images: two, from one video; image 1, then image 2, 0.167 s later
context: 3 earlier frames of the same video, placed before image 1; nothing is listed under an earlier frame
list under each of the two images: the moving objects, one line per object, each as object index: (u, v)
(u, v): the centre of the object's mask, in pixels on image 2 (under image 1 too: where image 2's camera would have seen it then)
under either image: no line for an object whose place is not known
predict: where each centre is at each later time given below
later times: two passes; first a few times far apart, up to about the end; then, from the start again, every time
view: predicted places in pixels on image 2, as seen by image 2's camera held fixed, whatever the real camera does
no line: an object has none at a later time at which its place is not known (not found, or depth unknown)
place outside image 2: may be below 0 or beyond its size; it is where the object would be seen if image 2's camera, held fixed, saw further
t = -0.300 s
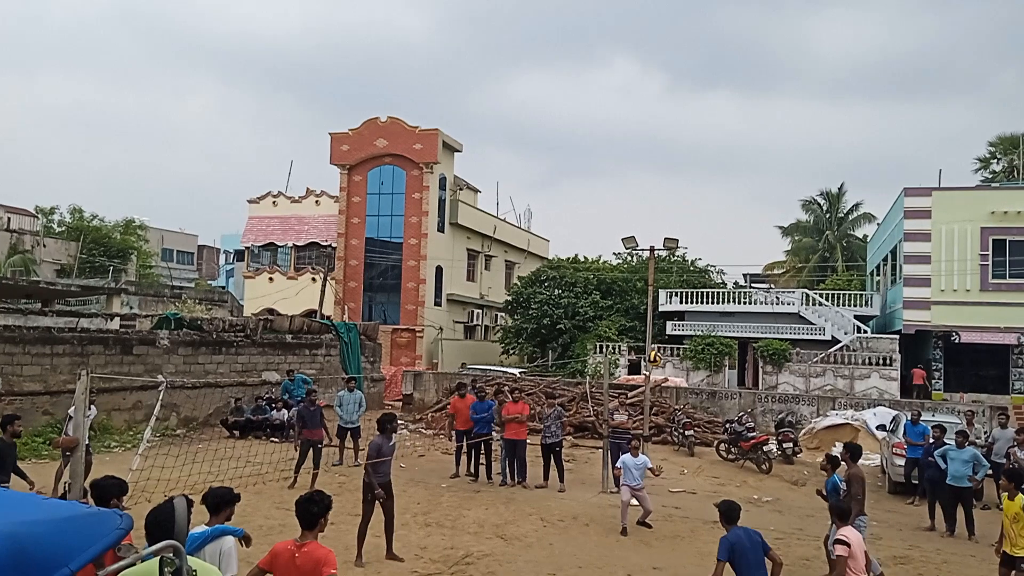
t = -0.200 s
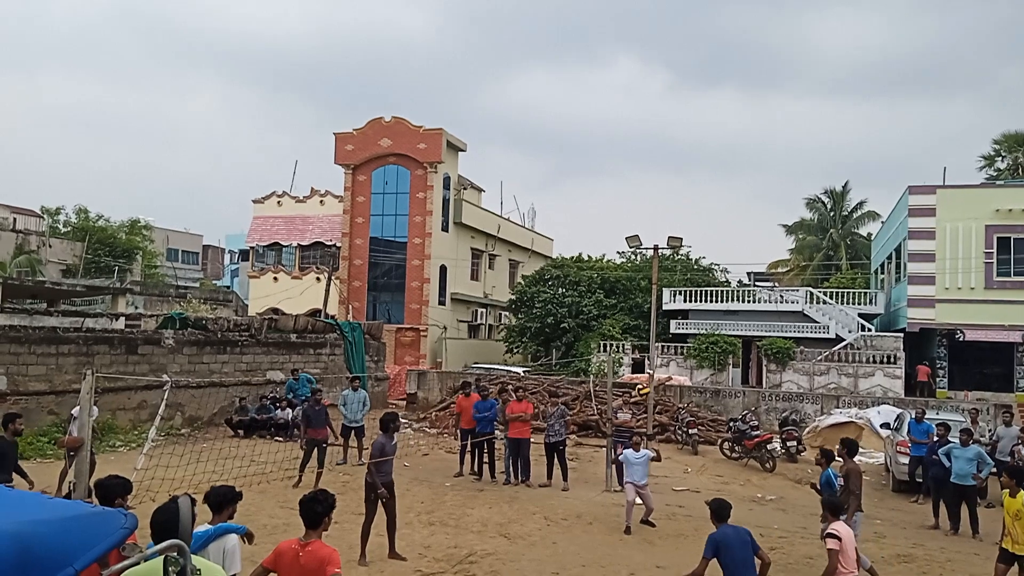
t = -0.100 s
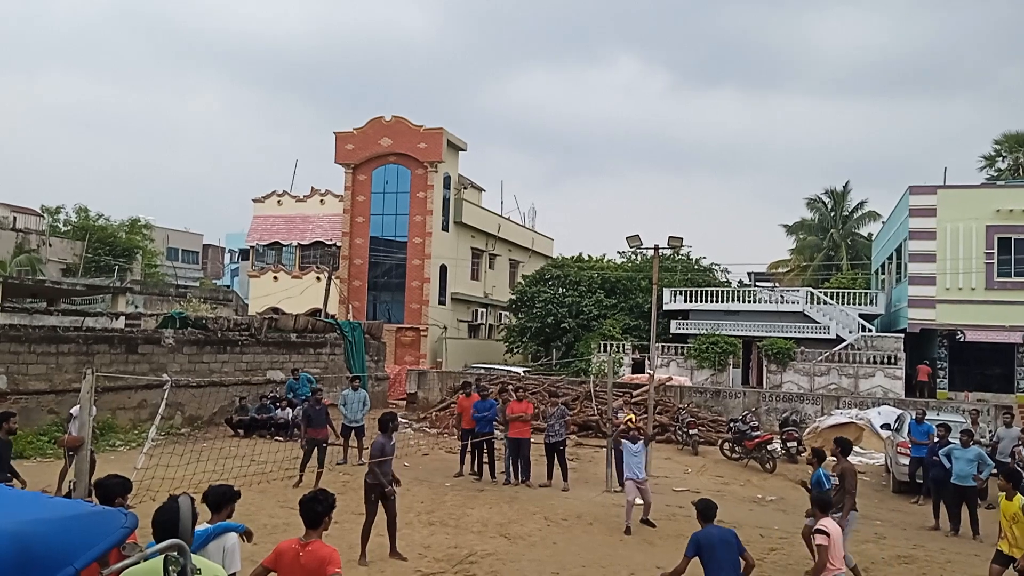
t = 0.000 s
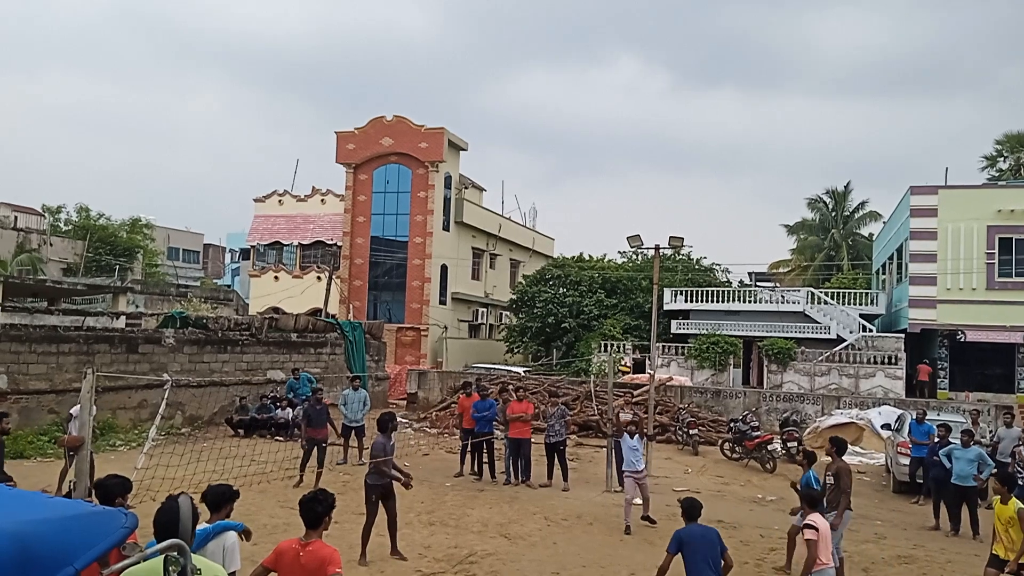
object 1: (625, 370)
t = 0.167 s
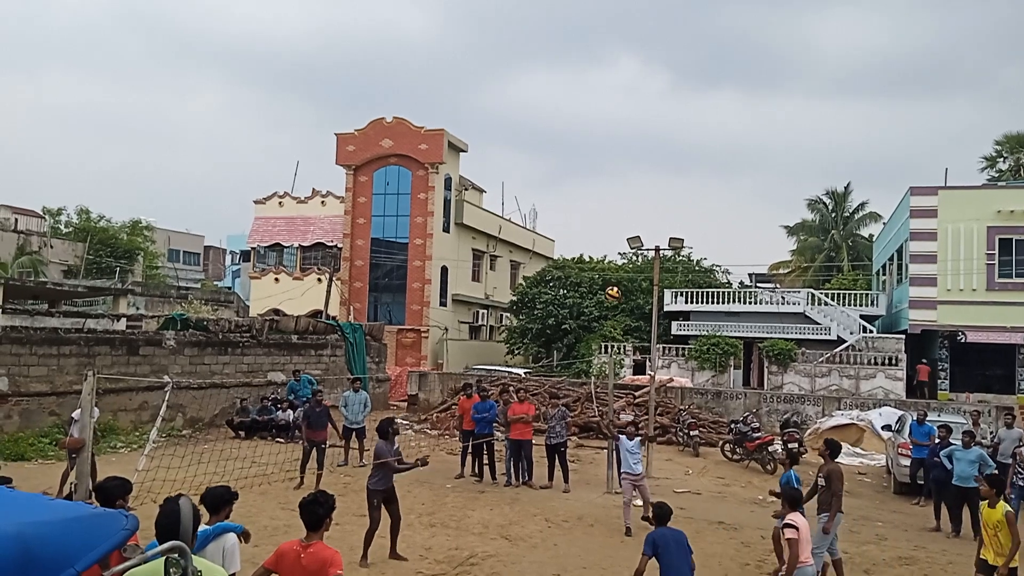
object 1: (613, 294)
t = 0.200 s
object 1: (610, 281)
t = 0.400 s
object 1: (594, 217)
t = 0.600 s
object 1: (575, 179)
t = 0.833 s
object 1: (551, 170)
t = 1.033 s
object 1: (528, 194)
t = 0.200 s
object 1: (610, 281)
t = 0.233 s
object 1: (608, 269)
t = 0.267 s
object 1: (605, 257)
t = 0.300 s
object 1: (602, 246)
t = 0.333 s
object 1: (600, 235)
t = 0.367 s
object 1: (597, 226)
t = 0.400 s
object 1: (594, 217)
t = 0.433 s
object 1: (591, 209)
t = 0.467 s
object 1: (588, 201)
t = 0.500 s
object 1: (585, 194)
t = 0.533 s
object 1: (582, 189)
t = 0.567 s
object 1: (579, 183)
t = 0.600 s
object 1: (575, 179)
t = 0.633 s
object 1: (572, 175)
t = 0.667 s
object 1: (568, 172)
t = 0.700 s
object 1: (565, 170)
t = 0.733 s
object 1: (562, 169)
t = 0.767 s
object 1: (558, 168)
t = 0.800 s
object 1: (554, 168)
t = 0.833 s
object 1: (551, 170)
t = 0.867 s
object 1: (547, 171)
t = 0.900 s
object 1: (544, 174)
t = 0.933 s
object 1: (539, 178)
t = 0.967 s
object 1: (536, 182)
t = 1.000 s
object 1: (532, 187)
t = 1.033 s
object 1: (528, 194)
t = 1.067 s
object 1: (524, 201)
